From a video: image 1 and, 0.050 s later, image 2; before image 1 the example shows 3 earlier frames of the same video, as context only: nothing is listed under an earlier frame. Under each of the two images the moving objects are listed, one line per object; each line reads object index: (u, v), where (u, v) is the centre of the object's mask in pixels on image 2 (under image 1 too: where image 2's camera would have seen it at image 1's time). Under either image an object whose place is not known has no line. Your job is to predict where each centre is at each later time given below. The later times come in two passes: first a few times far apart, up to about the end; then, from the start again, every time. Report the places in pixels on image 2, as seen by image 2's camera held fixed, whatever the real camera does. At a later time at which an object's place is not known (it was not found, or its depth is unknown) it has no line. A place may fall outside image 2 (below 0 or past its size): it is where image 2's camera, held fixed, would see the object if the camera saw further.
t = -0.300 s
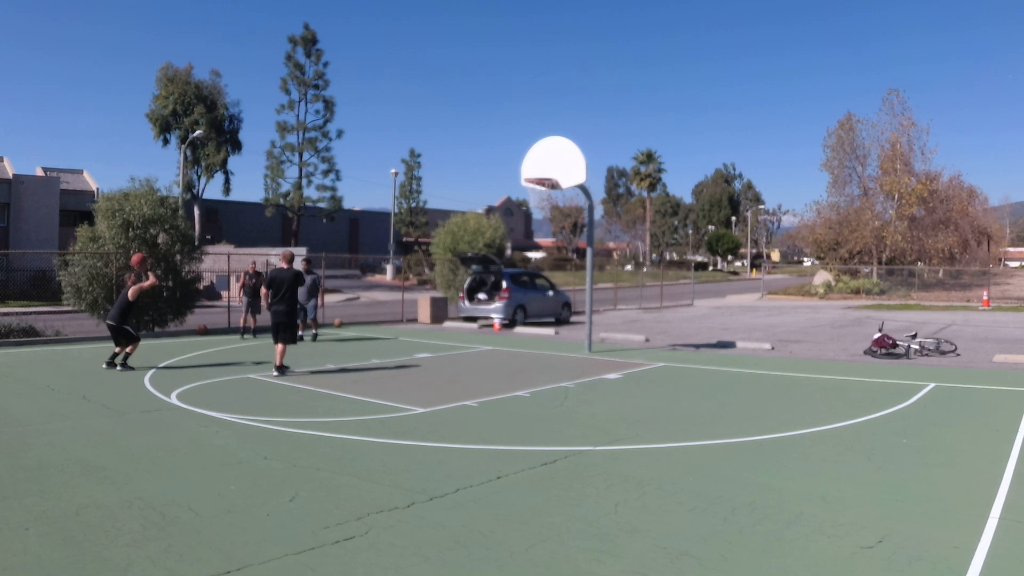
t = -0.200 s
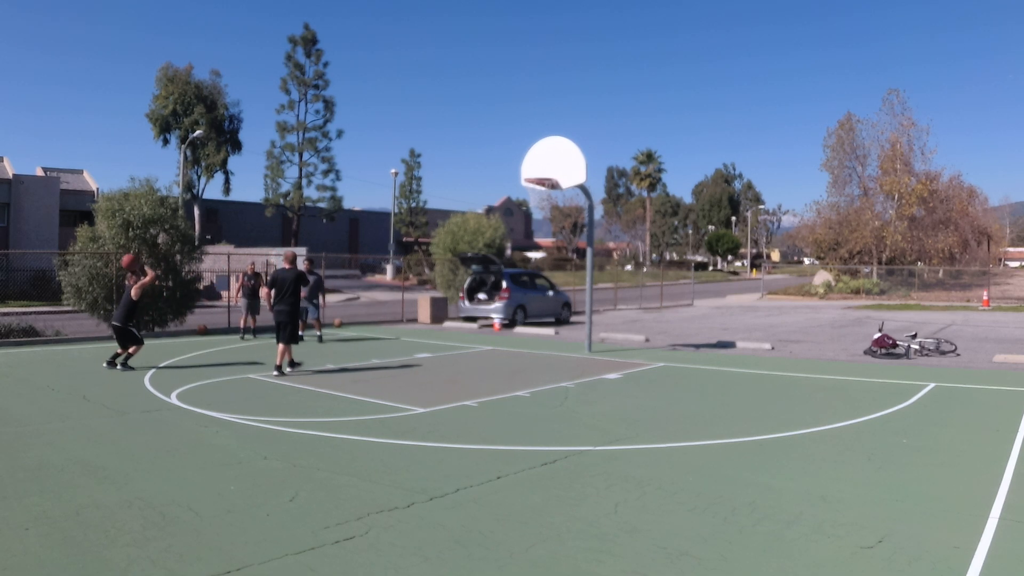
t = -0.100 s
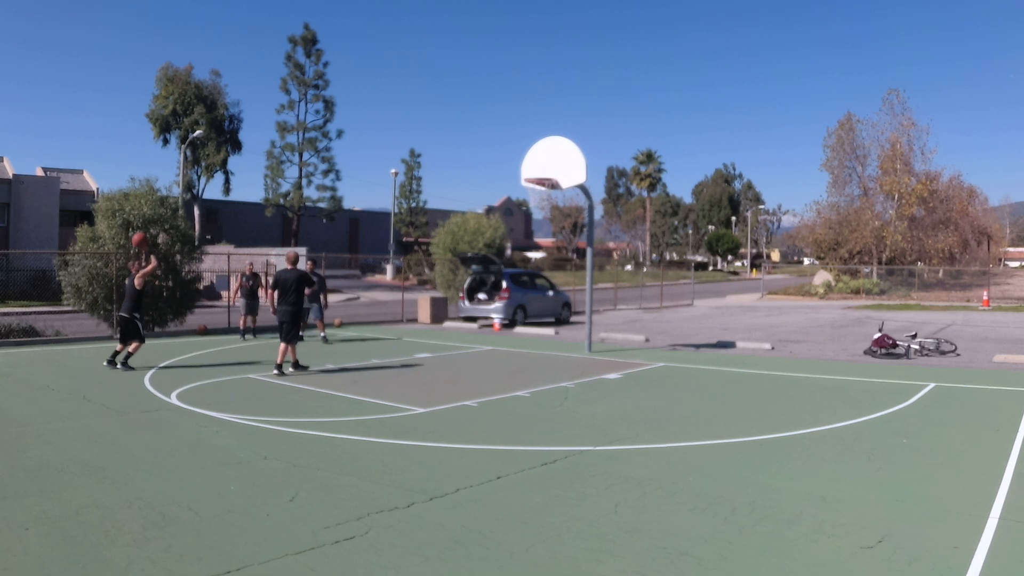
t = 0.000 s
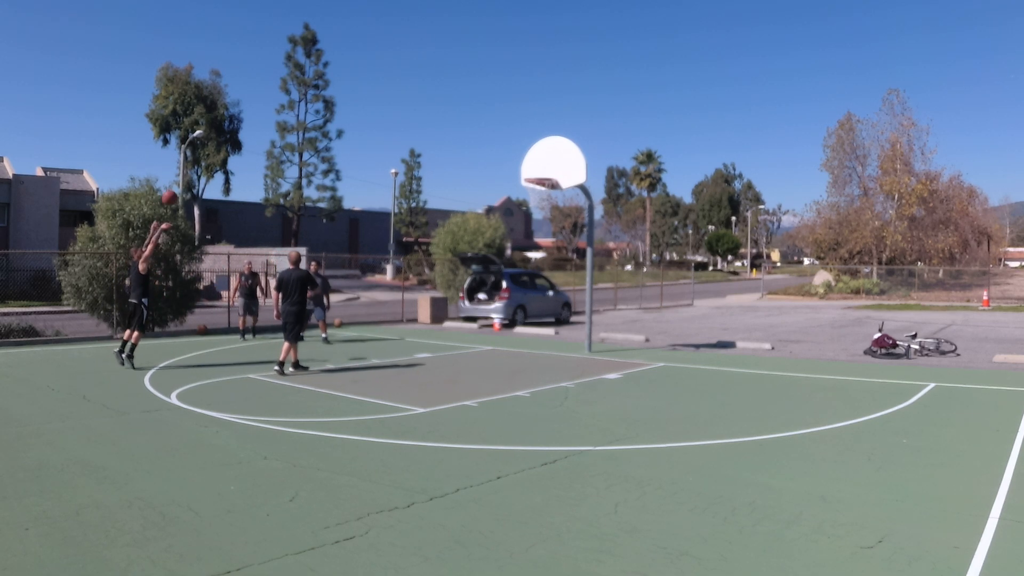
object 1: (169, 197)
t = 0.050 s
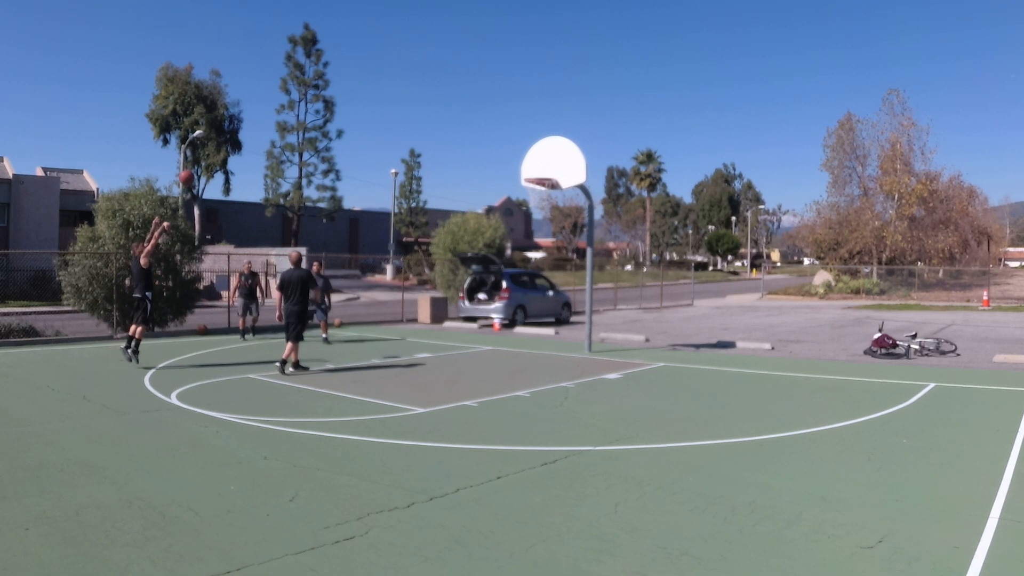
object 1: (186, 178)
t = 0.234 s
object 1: (248, 119)
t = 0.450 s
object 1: (319, 80)
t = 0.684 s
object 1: (392, 73)
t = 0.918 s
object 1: (460, 99)
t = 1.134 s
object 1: (518, 150)
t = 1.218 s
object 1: (540, 176)
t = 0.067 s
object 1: (192, 171)
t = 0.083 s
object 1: (197, 165)
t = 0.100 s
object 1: (203, 159)
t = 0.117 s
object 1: (208, 153)
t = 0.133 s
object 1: (214, 147)
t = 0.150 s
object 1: (220, 143)
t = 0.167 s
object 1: (226, 138)
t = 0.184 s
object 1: (231, 133)
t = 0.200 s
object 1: (237, 128)
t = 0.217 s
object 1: (243, 124)
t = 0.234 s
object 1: (248, 119)
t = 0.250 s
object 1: (254, 115)
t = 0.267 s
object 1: (260, 111)
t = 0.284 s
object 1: (265, 108)
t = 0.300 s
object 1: (271, 104)
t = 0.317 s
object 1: (276, 101)
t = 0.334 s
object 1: (282, 98)
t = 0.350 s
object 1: (287, 95)
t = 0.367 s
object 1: (292, 92)
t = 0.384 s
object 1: (298, 89)
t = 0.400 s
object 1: (304, 86)
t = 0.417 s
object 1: (309, 84)
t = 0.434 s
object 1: (314, 82)
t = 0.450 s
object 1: (319, 80)
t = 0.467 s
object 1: (325, 79)
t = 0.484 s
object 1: (330, 77)
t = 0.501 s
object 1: (336, 76)
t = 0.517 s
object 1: (341, 75)
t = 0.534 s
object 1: (346, 74)
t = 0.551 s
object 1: (351, 73)
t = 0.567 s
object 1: (356, 72)
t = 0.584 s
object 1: (361, 71)
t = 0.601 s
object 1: (366, 71)
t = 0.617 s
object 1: (371, 71)
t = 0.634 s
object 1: (377, 71)
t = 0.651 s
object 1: (382, 72)
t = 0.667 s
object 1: (387, 72)
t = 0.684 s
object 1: (392, 73)
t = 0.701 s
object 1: (397, 74)
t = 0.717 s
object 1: (402, 75)
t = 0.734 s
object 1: (407, 76)
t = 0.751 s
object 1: (412, 77)
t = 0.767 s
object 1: (417, 79)
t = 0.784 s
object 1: (422, 80)
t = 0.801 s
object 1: (426, 82)
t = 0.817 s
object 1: (431, 84)
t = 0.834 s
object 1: (436, 86)
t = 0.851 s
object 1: (441, 88)
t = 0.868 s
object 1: (446, 91)
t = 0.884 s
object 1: (450, 93)
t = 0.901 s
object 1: (455, 95)
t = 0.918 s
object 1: (460, 99)
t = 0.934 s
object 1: (465, 102)
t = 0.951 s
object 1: (469, 105)
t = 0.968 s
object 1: (474, 108)
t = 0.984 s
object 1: (479, 111)
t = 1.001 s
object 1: (483, 115)
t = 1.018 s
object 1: (488, 119)
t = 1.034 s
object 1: (492, 123)
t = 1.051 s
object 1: (497, 127)
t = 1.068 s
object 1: (501, 131)
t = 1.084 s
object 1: (505, 136)
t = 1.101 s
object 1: (510, 140)
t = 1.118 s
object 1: (514, 145)
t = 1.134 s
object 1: (518, 150)
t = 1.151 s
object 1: (523, 155)
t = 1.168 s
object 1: (527, 160)
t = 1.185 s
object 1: (531, 166)
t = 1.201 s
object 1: (536, 171)
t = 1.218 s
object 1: (540, 176)
